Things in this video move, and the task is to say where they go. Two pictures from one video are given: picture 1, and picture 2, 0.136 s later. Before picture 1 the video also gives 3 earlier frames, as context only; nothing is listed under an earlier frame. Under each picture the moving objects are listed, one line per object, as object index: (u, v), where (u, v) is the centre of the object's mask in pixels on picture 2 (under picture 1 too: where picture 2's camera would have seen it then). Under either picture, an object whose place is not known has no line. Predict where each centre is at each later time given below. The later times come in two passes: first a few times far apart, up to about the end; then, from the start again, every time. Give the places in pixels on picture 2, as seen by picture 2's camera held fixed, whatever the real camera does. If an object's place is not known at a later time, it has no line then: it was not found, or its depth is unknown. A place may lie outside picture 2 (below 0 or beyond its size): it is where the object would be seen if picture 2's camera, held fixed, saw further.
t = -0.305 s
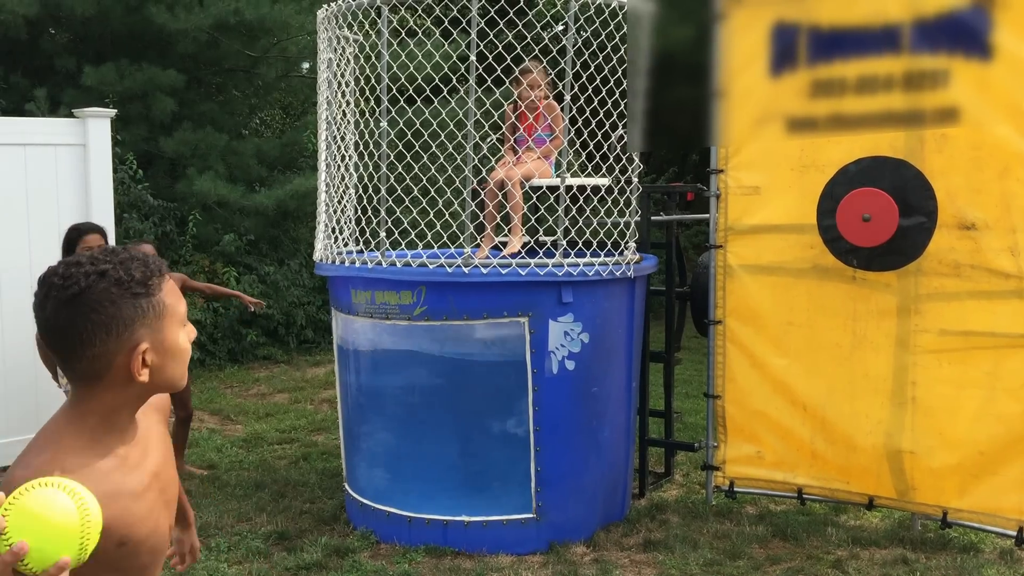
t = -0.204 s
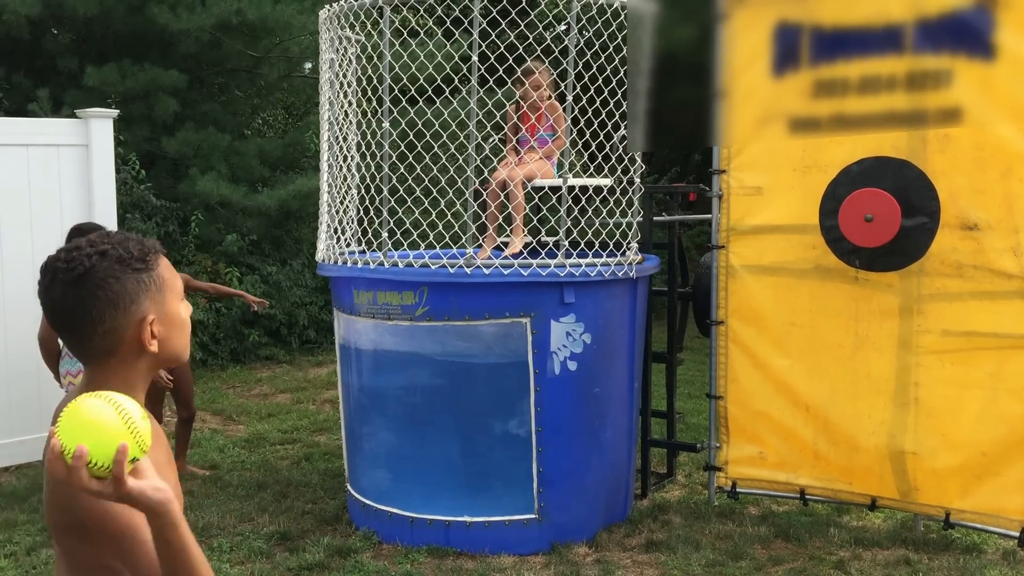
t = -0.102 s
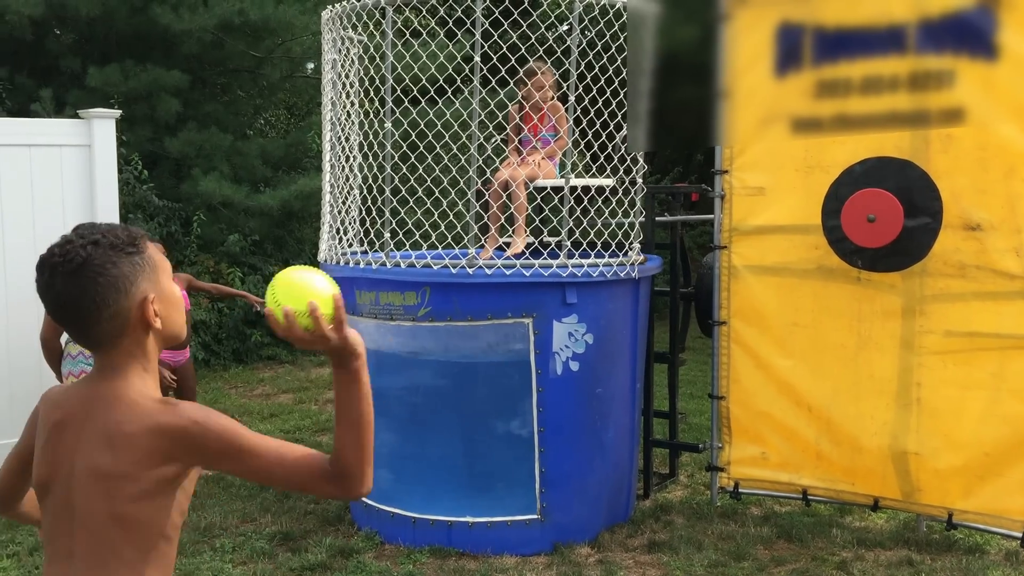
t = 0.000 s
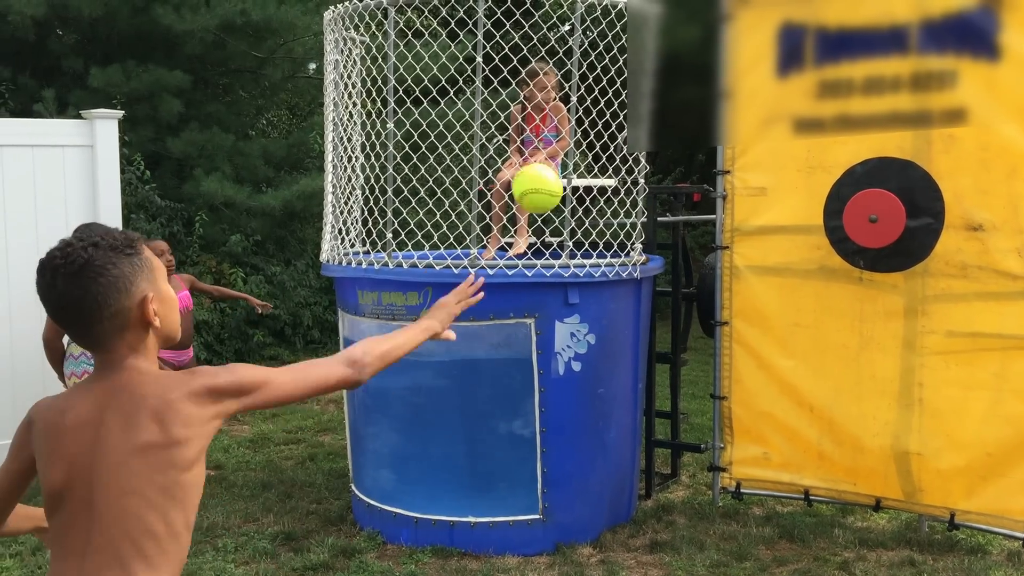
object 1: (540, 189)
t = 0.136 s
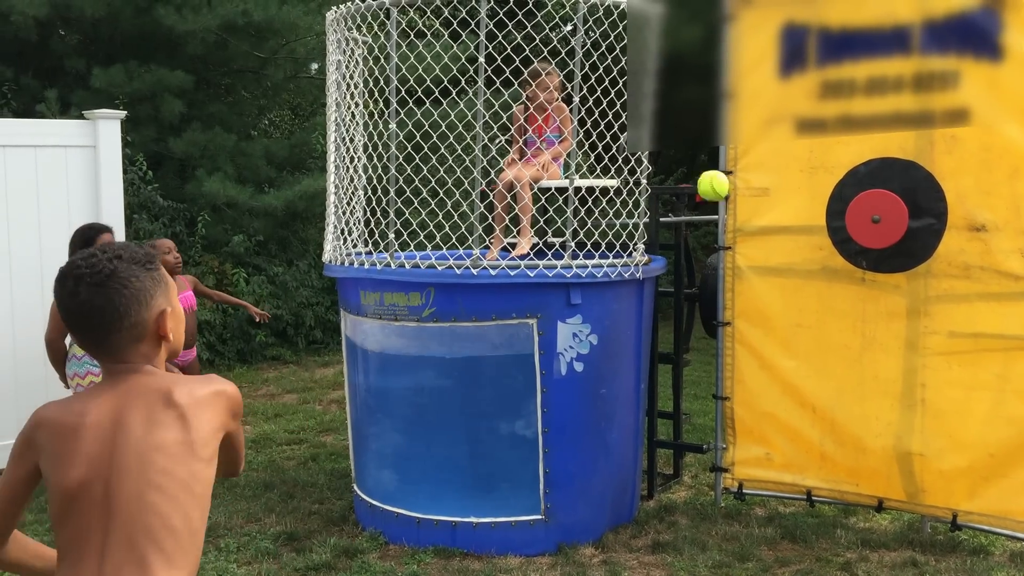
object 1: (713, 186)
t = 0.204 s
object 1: (750, 205)
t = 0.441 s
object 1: (779, 261)
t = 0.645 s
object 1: (745, 349)
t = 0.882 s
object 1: (701, 550)
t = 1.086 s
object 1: (673, 528)
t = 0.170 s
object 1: (733, 194)
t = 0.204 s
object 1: (750, 205)
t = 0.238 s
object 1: (765, 218)
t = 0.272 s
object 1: (778, 231)
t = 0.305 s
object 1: (789, 245)
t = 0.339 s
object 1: (793, 254)
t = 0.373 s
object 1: (788, 254)
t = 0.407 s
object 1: (784, 256)
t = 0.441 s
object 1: (779, 261)
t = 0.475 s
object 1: (774, 268)
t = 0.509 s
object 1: (768, 279)
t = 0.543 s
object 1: (763, 291)
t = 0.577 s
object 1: (757, 308)
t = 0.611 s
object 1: (751, 327)
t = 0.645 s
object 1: (745, 349)
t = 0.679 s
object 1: (739, 375)
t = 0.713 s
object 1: (733, 403)
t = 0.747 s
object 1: (726, 435)
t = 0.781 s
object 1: (720, 471)
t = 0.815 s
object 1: (713, 510)
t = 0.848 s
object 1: (706, 554)
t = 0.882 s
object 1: (701, 550)
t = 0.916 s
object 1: (697, 539)
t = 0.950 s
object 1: (692, 532)
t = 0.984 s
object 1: (687, 527)
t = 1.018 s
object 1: (683, 525)
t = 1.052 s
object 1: (678, 525)
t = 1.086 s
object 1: (673, 528)
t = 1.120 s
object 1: (668, 535)
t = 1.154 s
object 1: (663, 544)
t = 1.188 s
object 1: (658, 557)
